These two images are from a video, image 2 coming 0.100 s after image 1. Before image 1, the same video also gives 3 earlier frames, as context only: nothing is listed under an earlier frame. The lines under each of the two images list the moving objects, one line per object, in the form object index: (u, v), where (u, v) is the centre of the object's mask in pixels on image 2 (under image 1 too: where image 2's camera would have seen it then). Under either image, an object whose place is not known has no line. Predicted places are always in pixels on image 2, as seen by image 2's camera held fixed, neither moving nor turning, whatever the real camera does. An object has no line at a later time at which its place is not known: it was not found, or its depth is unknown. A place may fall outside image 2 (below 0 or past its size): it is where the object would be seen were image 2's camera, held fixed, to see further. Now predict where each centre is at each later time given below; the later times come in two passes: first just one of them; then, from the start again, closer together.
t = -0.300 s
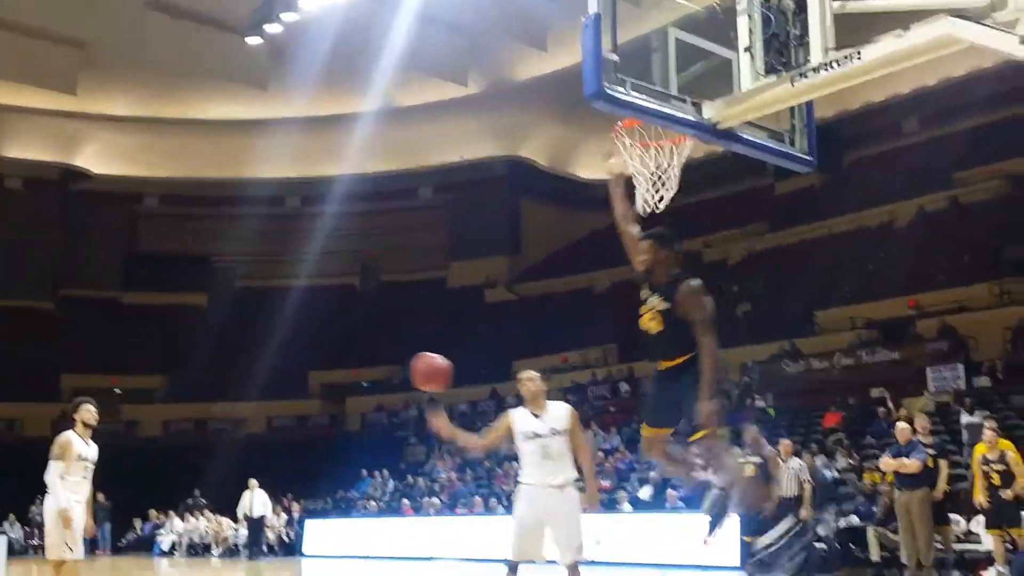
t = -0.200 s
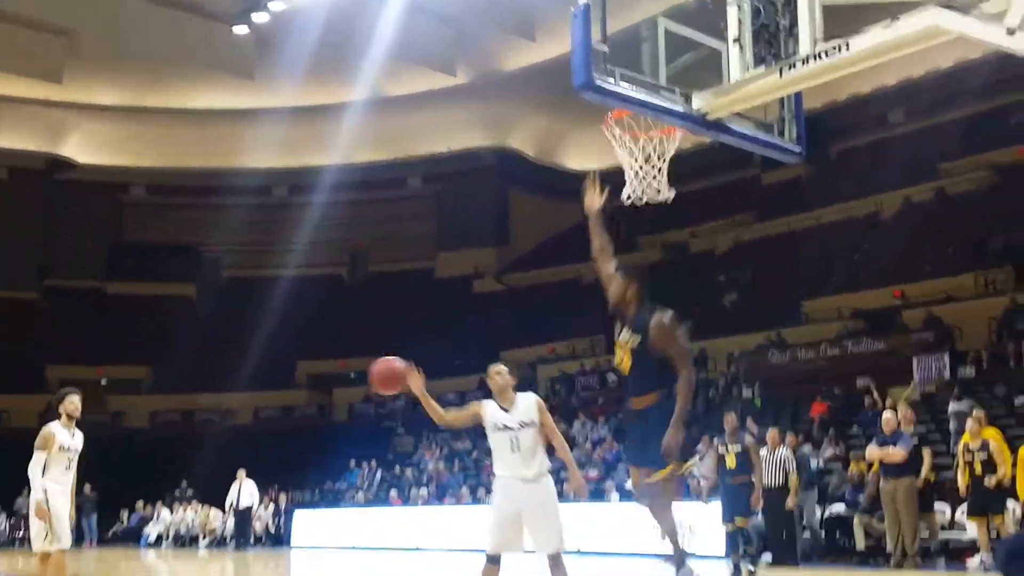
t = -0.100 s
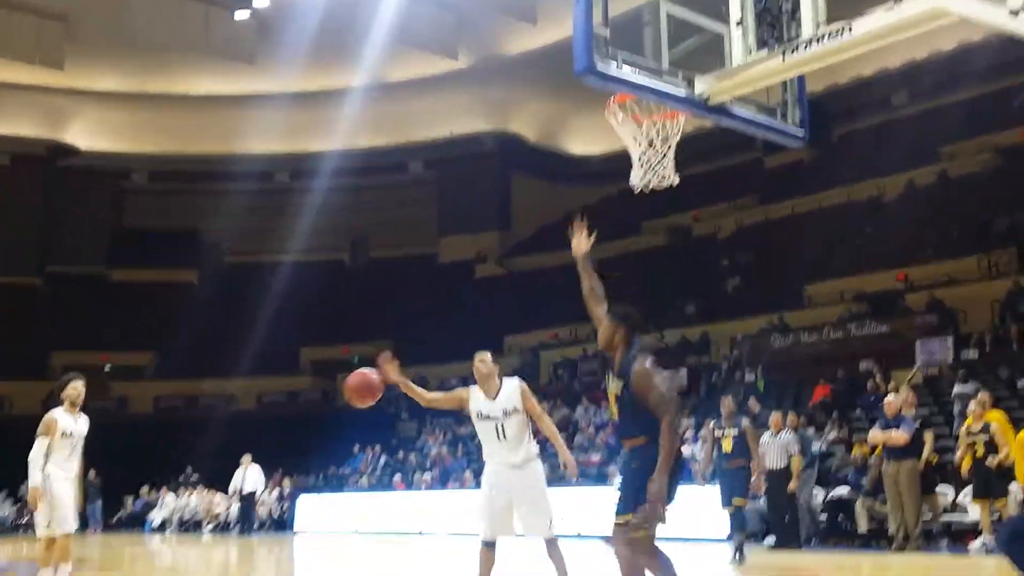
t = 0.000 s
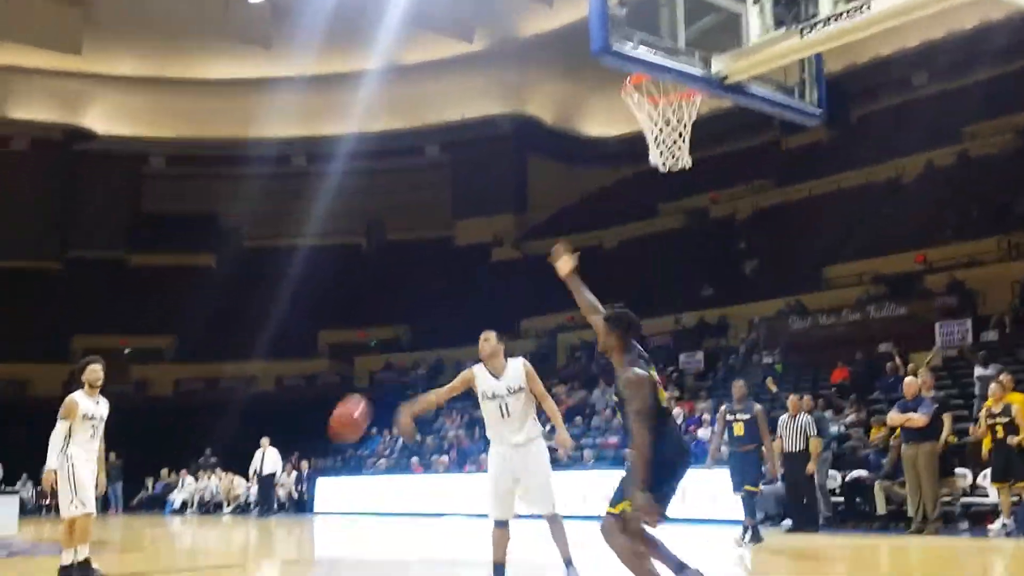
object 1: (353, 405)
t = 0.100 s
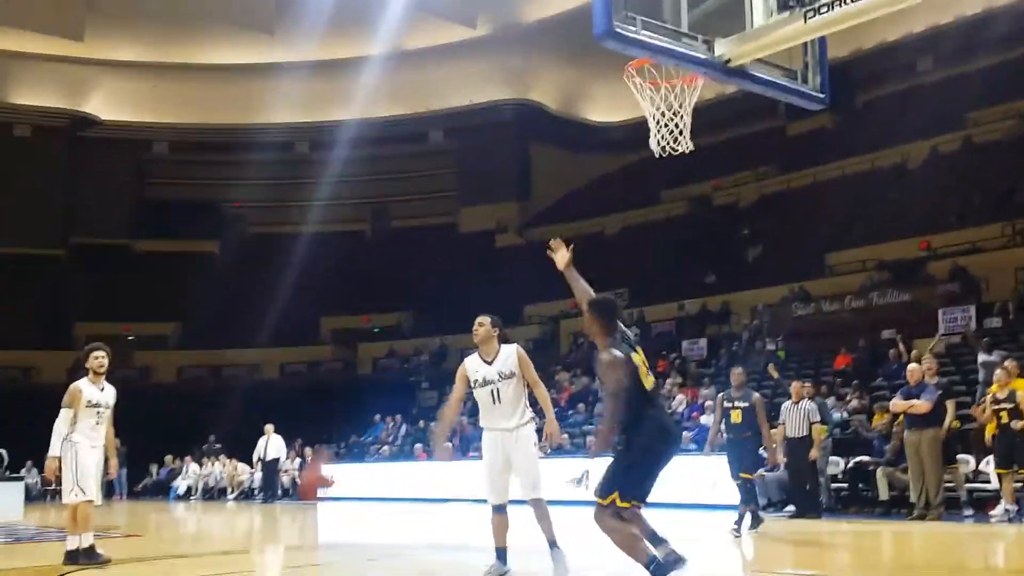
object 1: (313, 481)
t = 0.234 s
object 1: (274, 571)
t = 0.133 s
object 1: (304, 505)
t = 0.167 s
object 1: (294, 545)
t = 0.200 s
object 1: (282, 573)
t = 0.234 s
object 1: (274, 571)
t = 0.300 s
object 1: (257, 524)
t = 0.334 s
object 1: (247, 504)
